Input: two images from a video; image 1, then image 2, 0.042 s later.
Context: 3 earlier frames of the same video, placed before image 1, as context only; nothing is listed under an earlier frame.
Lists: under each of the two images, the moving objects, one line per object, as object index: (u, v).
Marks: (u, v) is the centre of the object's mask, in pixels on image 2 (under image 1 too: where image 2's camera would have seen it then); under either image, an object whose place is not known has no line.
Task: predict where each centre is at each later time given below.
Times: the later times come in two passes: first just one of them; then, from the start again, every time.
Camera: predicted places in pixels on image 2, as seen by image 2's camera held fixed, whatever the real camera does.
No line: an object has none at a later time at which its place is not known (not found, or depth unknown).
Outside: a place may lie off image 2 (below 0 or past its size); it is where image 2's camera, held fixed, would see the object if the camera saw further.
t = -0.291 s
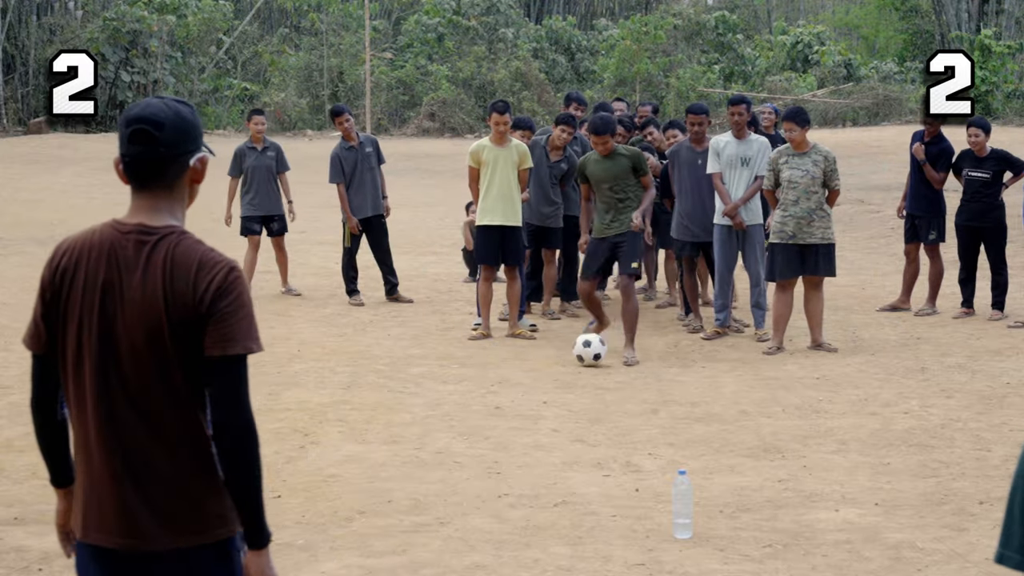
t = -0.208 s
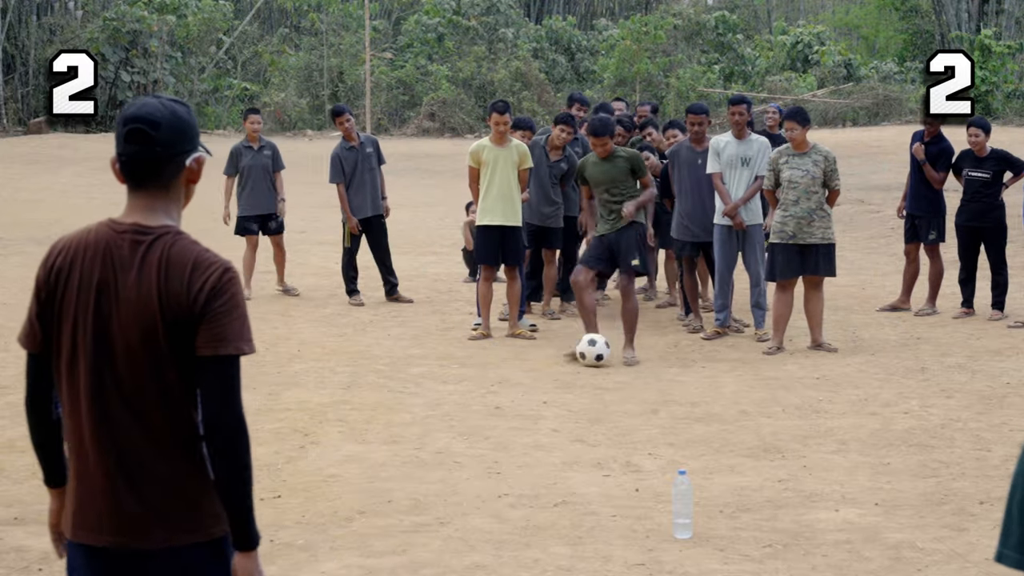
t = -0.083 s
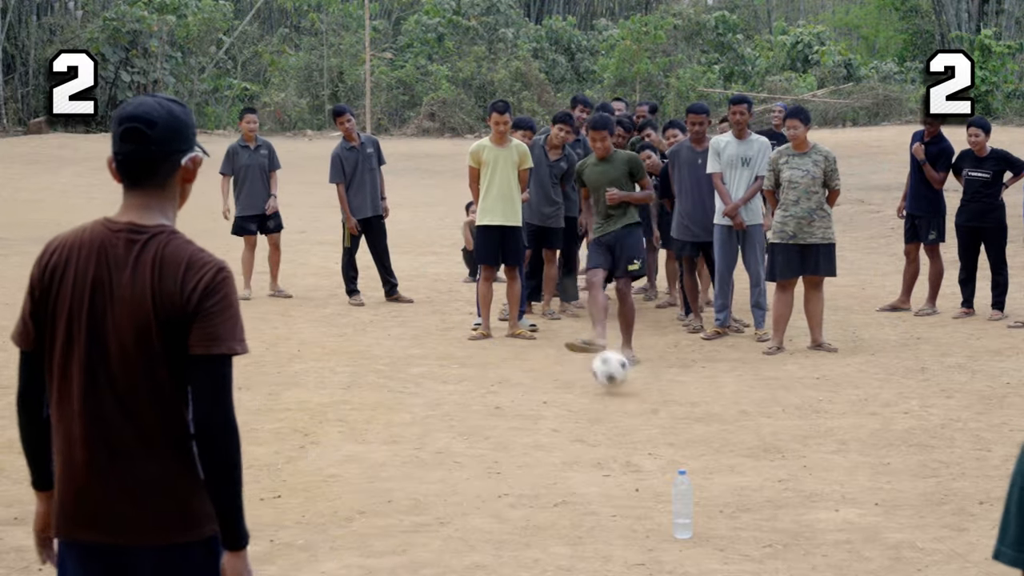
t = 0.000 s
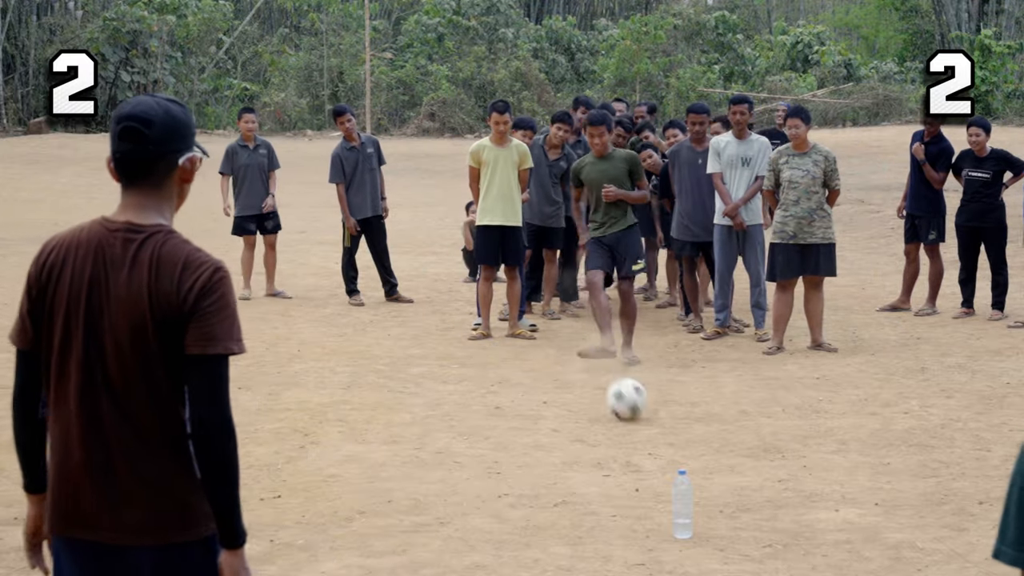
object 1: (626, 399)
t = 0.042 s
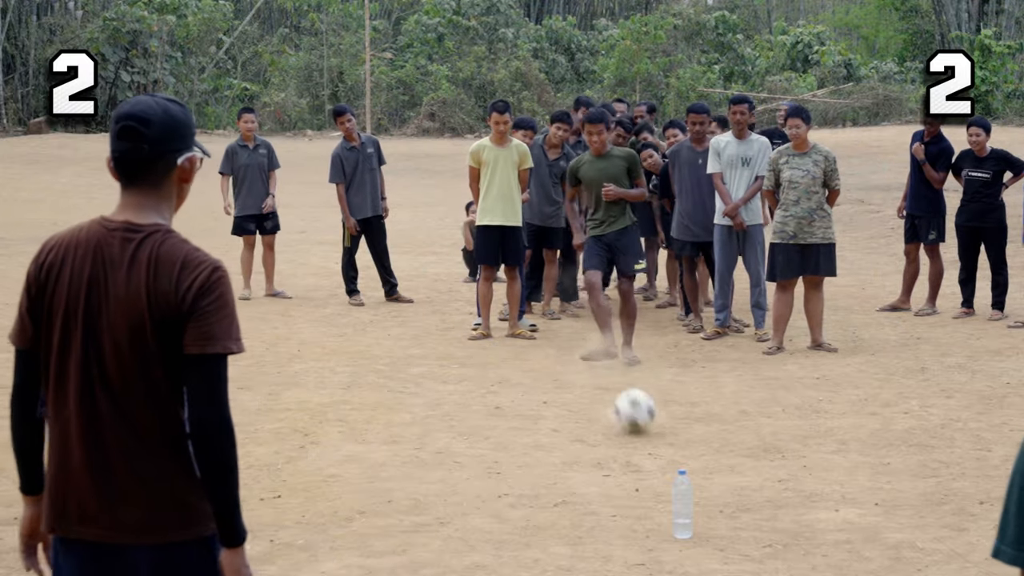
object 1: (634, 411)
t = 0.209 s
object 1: (669, 439)
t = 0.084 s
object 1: (643, 425)
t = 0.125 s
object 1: (652, 434)
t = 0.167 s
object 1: (660, 434)
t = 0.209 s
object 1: (669, 439)
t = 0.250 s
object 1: (680, 448)
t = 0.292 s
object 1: (691, 459)
